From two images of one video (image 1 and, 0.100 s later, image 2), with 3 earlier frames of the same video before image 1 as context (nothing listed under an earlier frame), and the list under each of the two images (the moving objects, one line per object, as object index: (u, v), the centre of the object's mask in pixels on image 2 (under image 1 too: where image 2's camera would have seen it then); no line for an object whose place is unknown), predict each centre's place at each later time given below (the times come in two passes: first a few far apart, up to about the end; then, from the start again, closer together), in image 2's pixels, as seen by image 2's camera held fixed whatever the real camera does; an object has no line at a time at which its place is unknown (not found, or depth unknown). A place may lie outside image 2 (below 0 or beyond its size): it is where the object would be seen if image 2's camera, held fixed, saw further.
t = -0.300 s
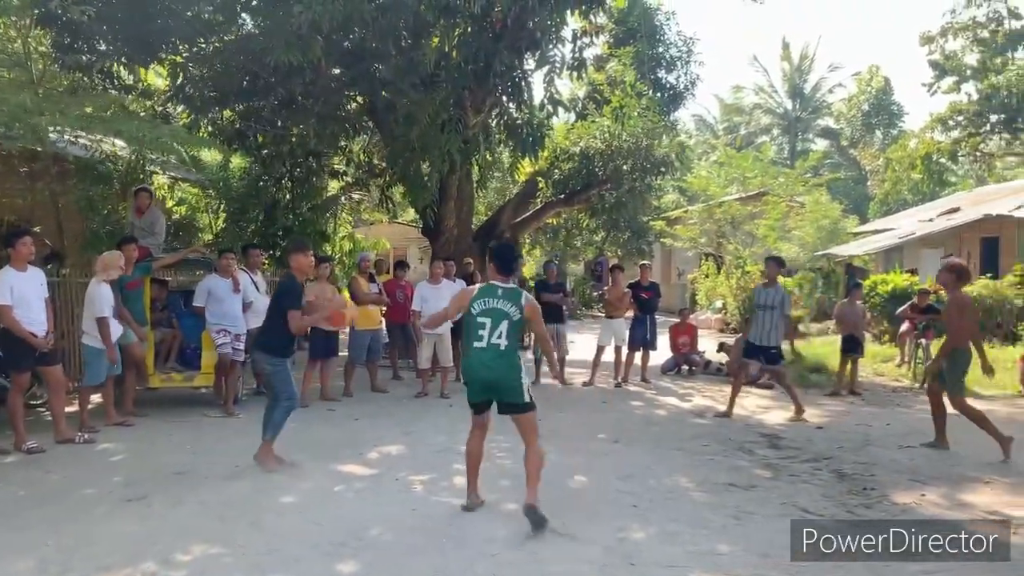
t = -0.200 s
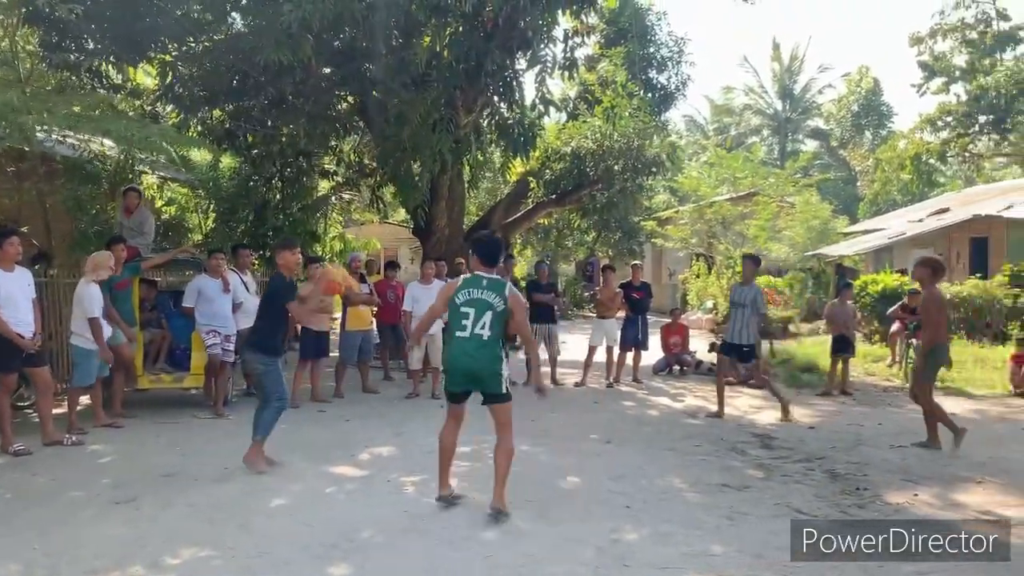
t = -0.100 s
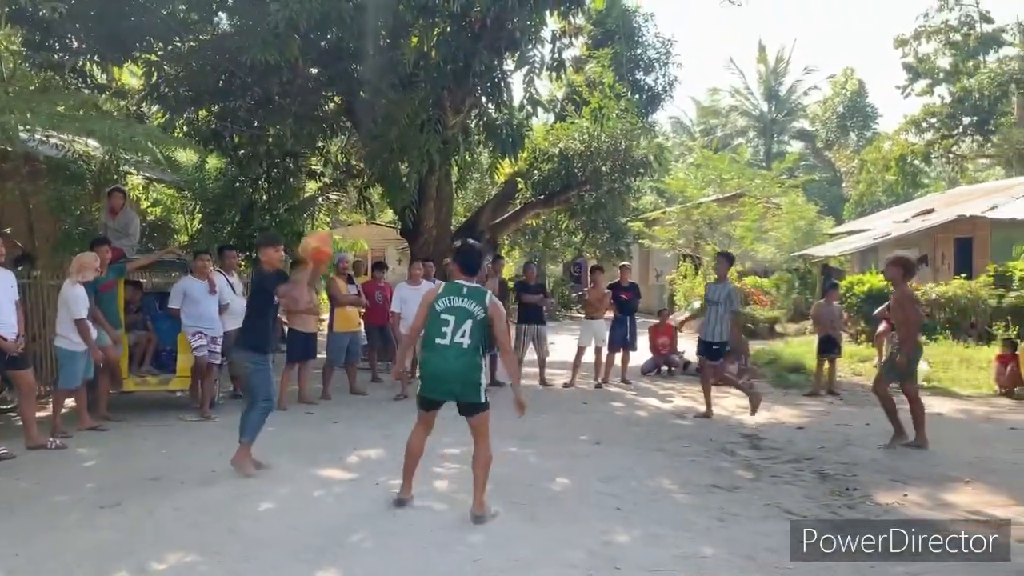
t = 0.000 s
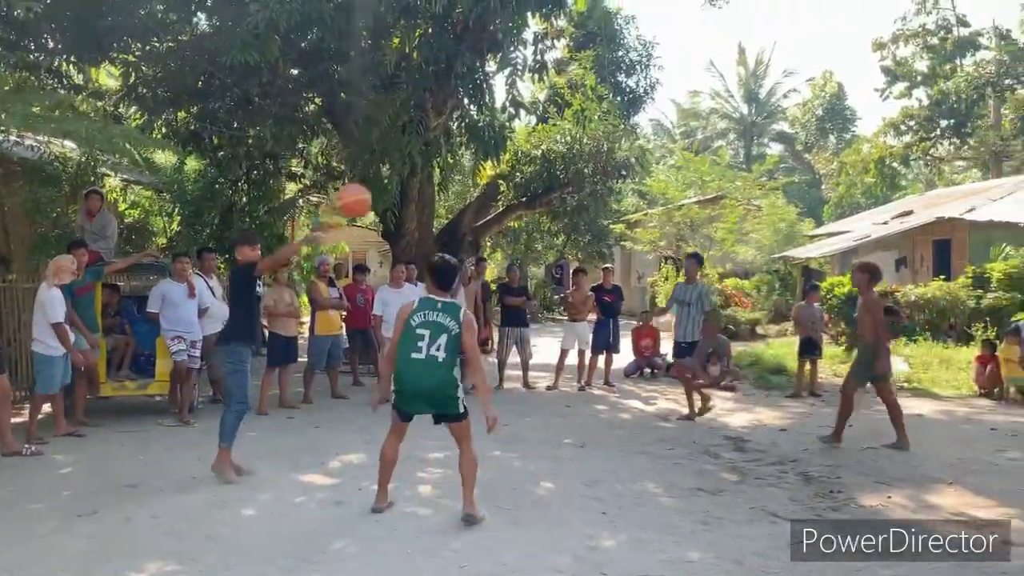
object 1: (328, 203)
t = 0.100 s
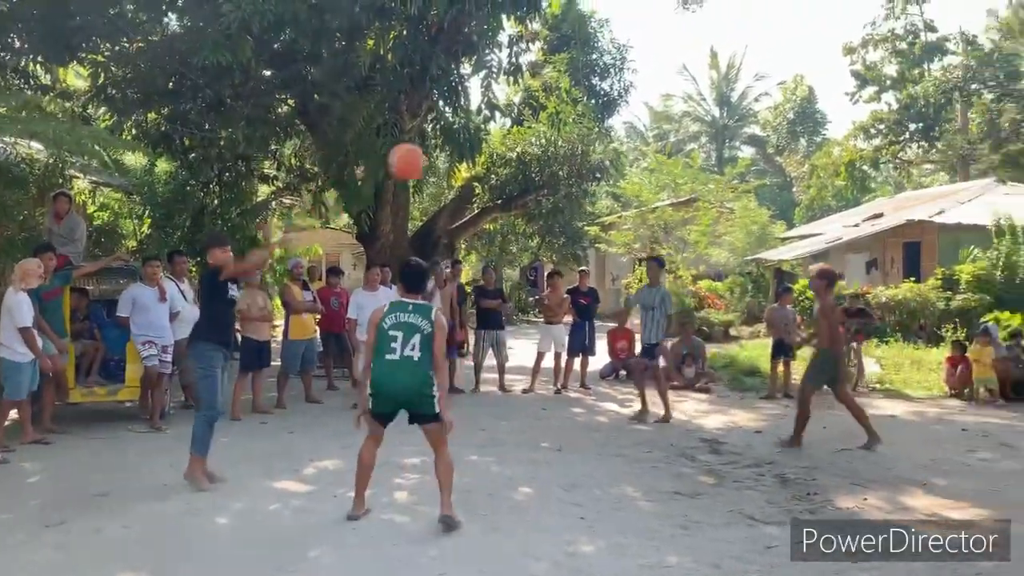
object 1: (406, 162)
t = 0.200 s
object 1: (494, 134)
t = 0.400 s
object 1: (696, 118)
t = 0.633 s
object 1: (983, 204)
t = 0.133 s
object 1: (436, 151)
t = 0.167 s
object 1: (464, 142)
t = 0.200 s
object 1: (494, 134)
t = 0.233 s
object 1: (525, 127)
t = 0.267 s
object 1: (557, 122)
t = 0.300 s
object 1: (591, 118)
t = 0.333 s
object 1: (624, 117)
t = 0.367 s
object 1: (659, 117)
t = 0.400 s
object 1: (696, 118)
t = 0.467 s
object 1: (770, 129)
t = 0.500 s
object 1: (812, 138)
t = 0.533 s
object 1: (853, 151)
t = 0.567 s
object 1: (894, 165)
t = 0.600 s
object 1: (937, 182)
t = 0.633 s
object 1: (983, 204)
